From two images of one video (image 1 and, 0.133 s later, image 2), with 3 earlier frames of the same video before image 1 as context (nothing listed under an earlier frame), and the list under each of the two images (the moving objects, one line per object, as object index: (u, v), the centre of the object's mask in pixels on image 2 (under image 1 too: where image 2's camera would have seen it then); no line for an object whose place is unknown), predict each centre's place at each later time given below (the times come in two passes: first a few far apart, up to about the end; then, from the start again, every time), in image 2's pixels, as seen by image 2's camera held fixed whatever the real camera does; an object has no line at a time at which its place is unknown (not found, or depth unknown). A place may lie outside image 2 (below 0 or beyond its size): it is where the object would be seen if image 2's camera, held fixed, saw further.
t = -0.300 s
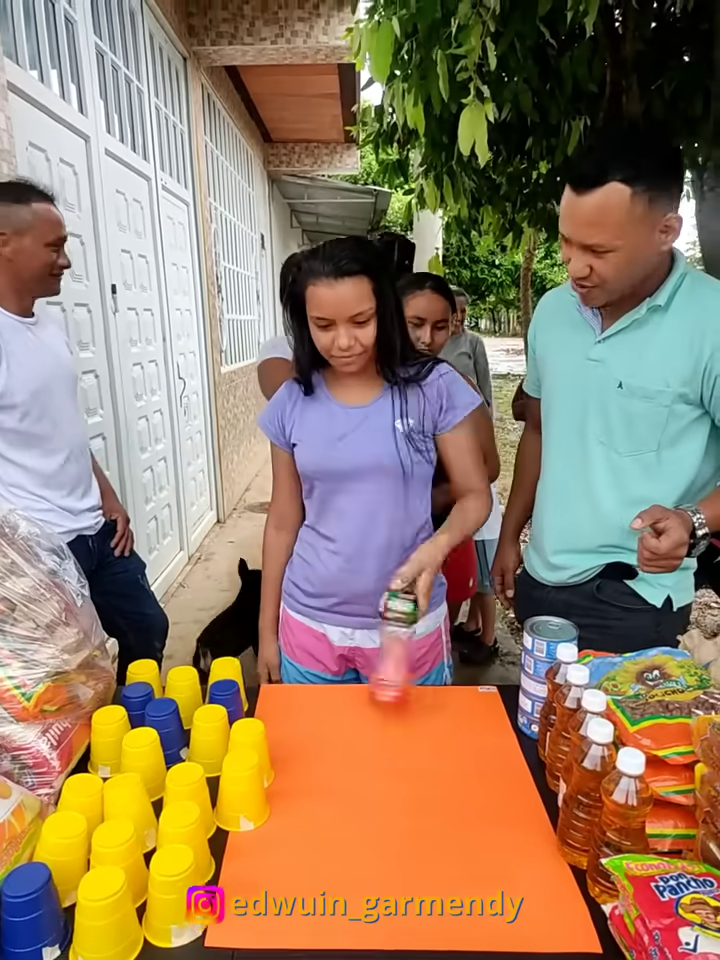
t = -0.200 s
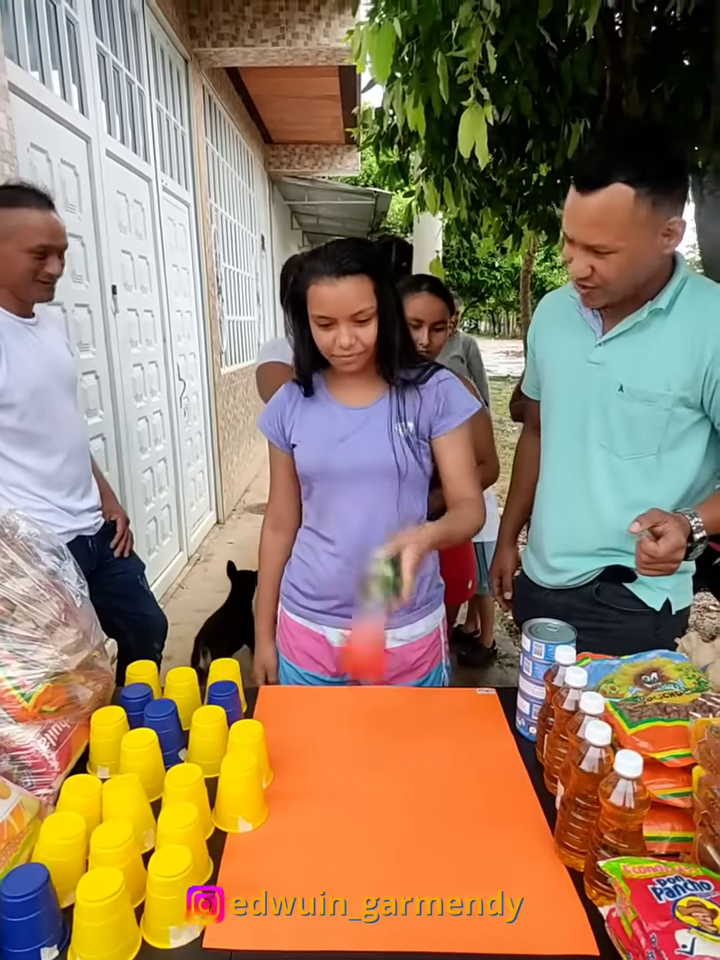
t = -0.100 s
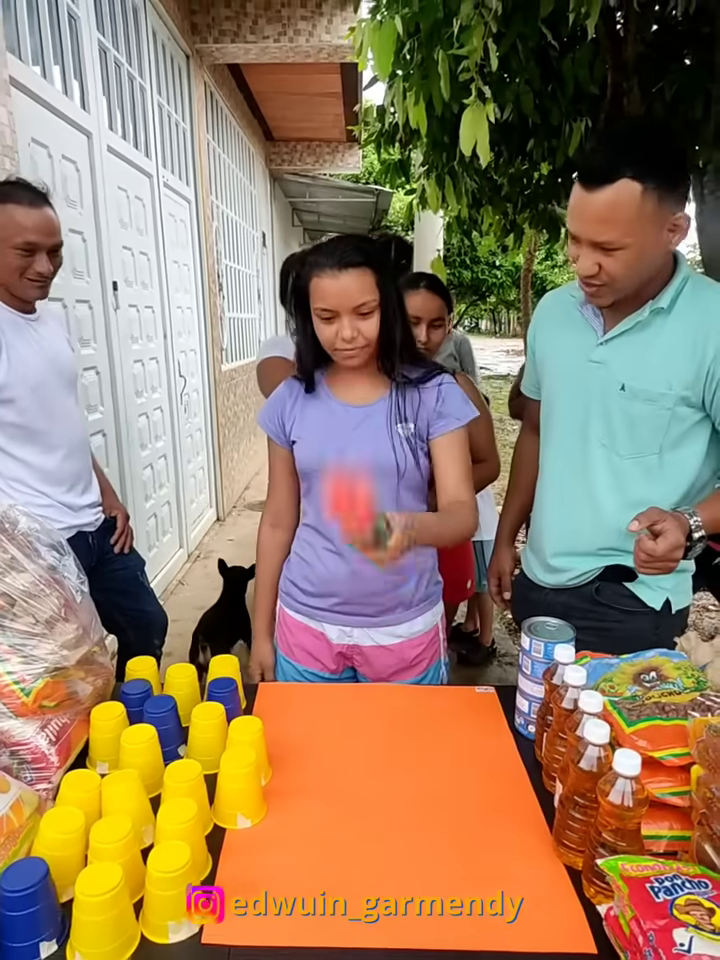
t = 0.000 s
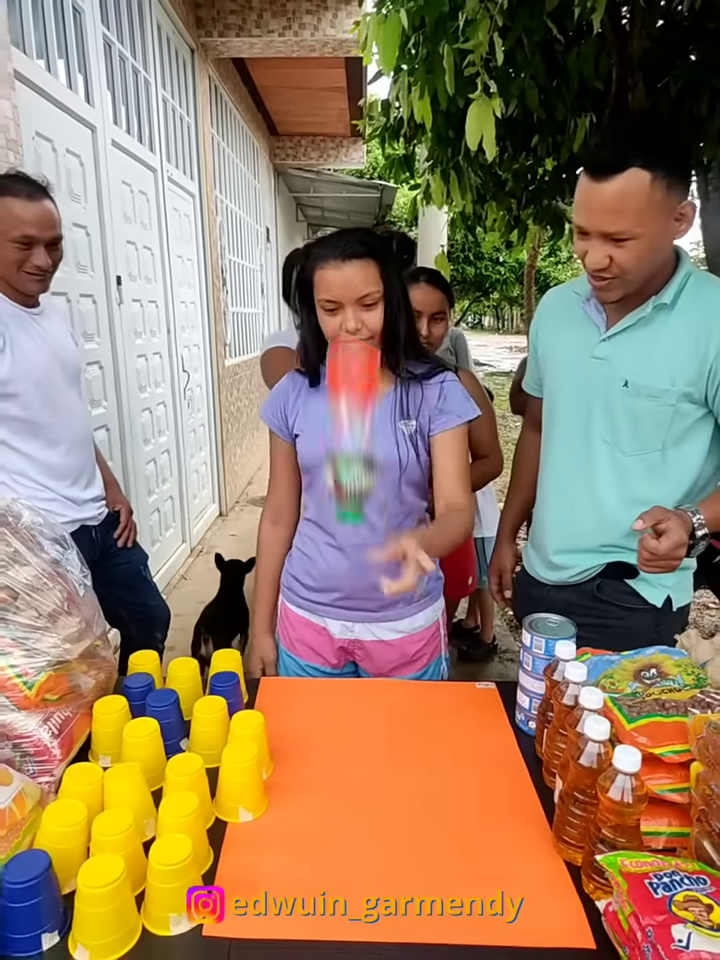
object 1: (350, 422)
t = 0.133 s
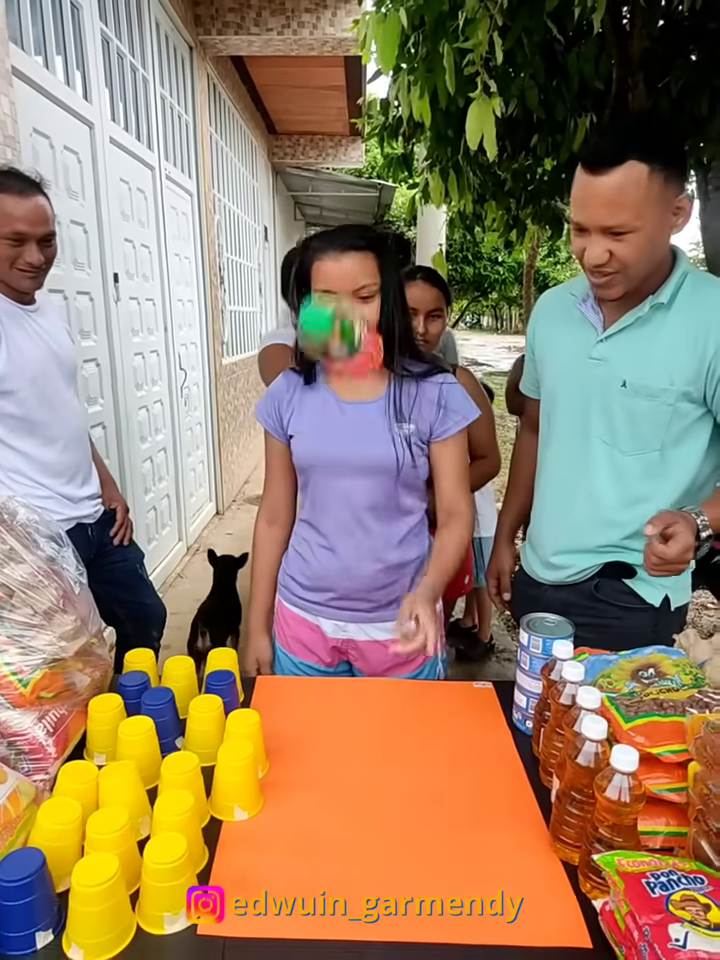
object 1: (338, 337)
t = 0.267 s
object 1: (352, 413)
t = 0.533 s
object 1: (376, 782)
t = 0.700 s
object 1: (407, 786)
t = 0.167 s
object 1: (340, 335)
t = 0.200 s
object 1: (344, 346)
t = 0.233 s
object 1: (349, 374)
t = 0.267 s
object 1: (352, 413)
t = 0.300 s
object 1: (356, 463)
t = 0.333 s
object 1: (357, 529)
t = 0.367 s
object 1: (358, 593)
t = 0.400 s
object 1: (360, 661)
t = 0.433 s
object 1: (359, 746)
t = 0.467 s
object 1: (362, 796)
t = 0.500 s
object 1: (369, 788)
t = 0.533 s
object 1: (376, 782)
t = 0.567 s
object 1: (384, 779)
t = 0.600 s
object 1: (390, 782)
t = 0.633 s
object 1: (395, 786)
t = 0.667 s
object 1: (402, 784)
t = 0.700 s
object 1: (407, 786)
